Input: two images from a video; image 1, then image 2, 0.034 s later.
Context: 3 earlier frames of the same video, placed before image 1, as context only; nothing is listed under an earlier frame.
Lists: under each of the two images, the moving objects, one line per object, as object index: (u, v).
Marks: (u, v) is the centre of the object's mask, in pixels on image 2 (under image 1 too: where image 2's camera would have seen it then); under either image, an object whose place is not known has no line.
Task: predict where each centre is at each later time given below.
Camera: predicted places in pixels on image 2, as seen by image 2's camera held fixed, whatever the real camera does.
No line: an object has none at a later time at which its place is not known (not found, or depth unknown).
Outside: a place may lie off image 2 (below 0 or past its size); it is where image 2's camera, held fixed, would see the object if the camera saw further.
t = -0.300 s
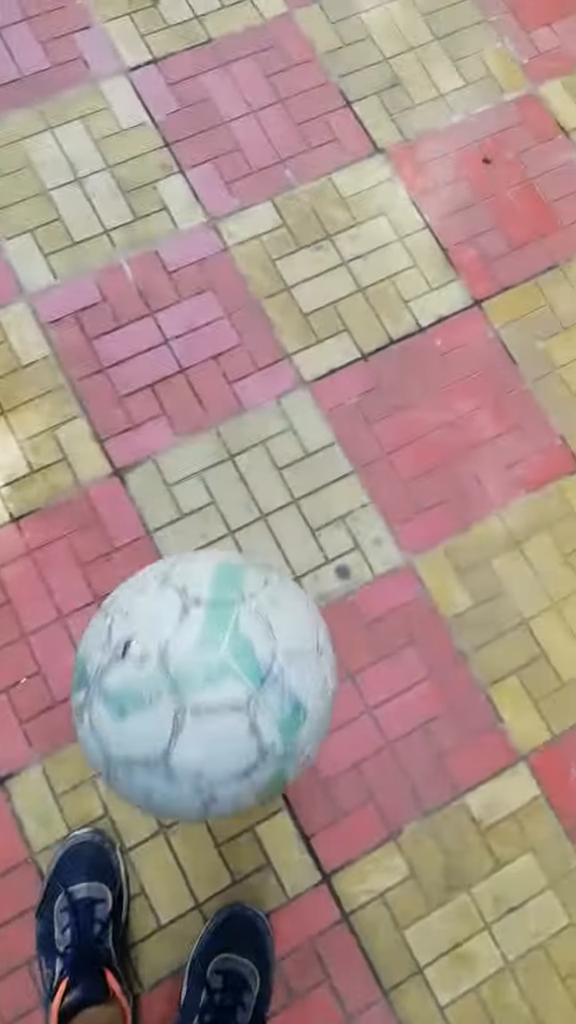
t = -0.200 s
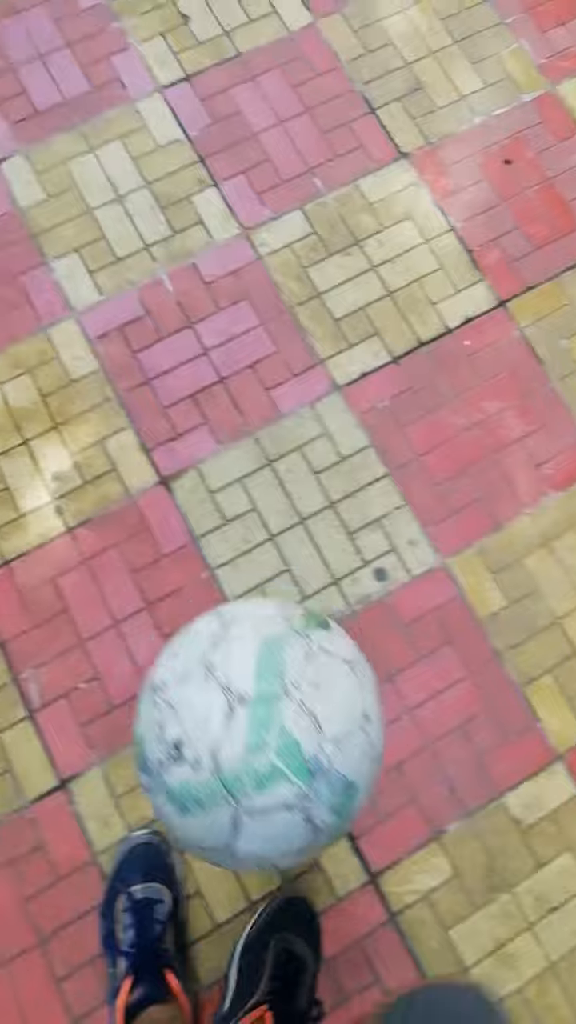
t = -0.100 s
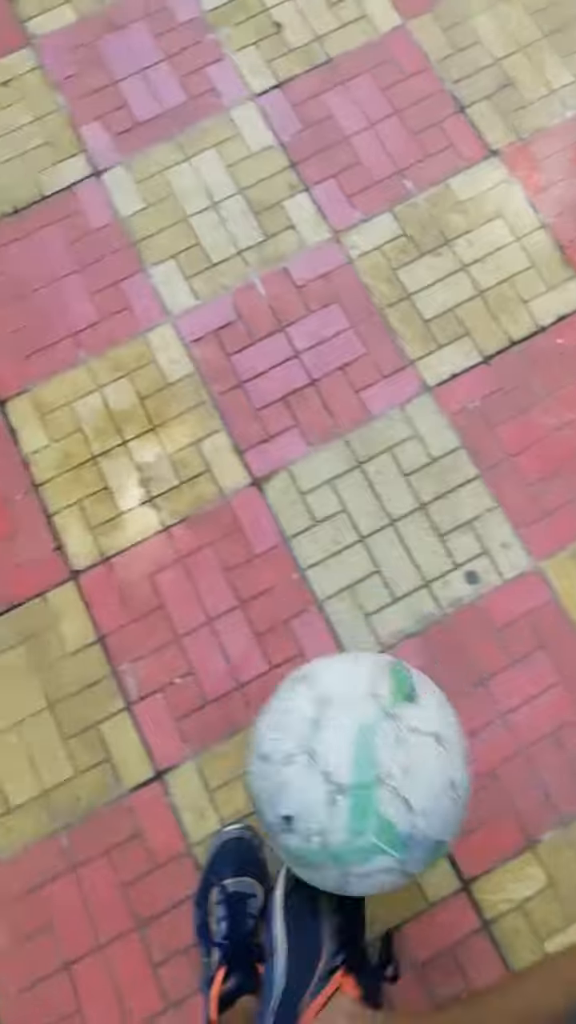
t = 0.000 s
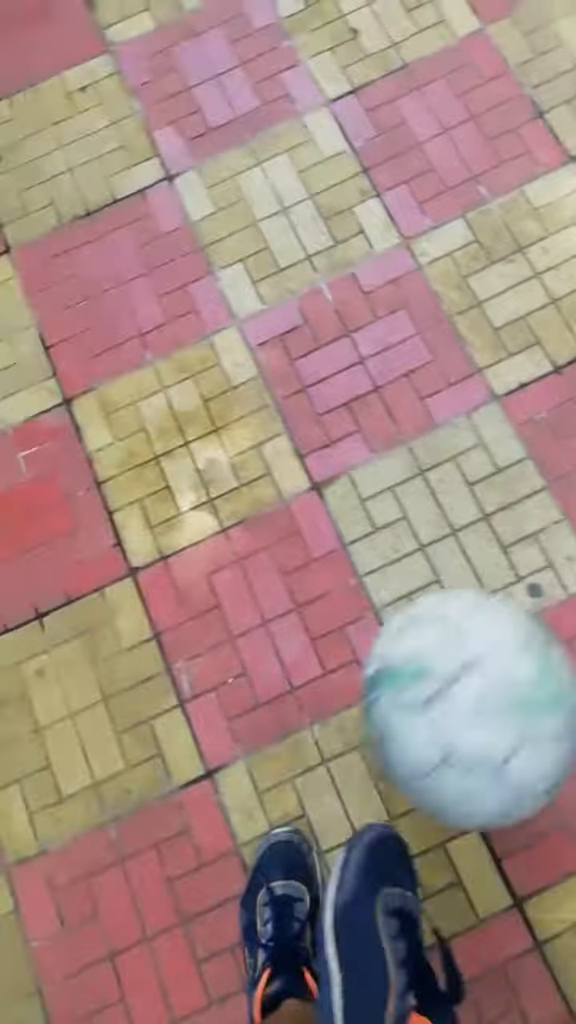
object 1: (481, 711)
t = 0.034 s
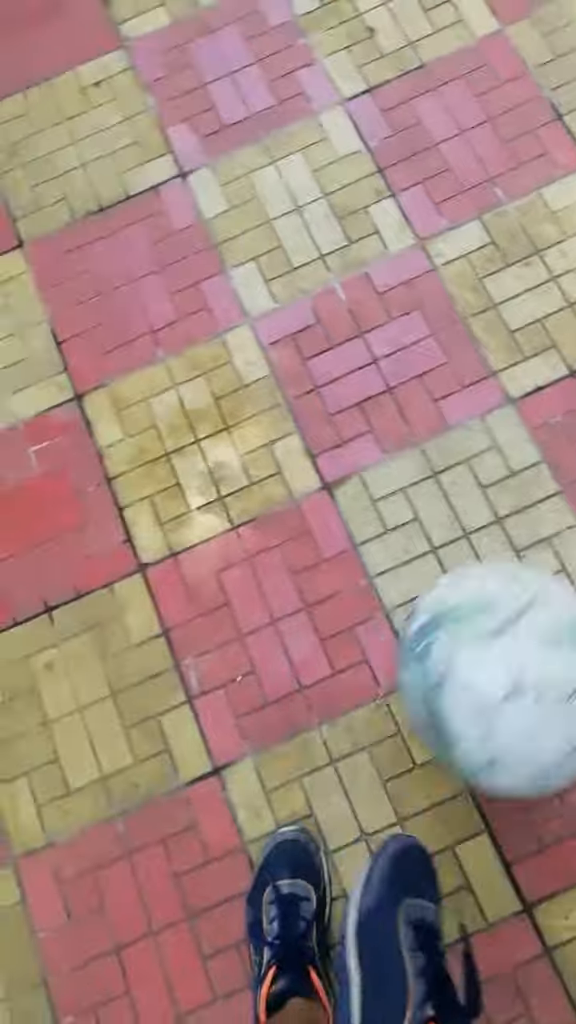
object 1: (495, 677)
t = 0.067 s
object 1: (500, 643)
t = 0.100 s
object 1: (507, 614)
